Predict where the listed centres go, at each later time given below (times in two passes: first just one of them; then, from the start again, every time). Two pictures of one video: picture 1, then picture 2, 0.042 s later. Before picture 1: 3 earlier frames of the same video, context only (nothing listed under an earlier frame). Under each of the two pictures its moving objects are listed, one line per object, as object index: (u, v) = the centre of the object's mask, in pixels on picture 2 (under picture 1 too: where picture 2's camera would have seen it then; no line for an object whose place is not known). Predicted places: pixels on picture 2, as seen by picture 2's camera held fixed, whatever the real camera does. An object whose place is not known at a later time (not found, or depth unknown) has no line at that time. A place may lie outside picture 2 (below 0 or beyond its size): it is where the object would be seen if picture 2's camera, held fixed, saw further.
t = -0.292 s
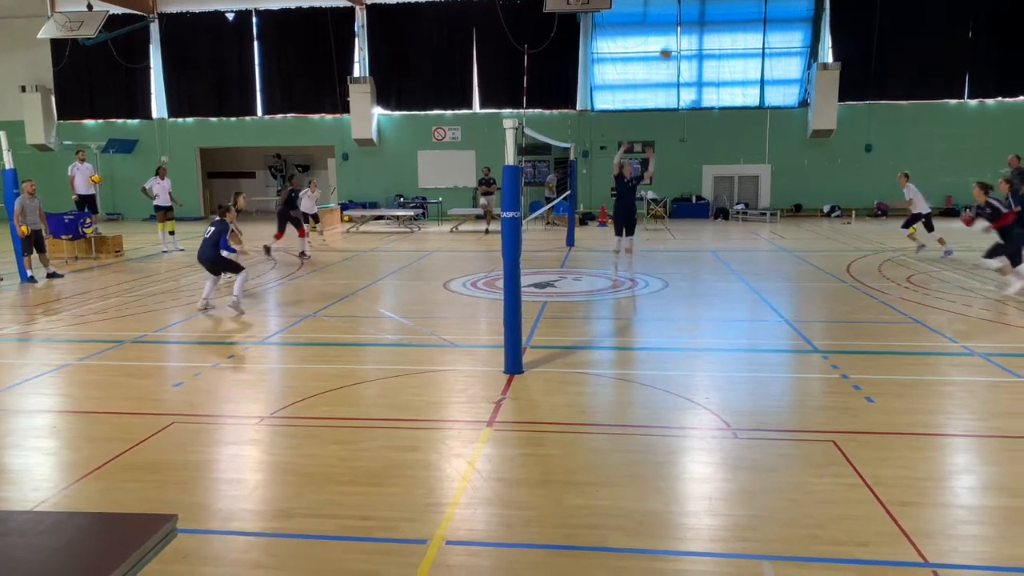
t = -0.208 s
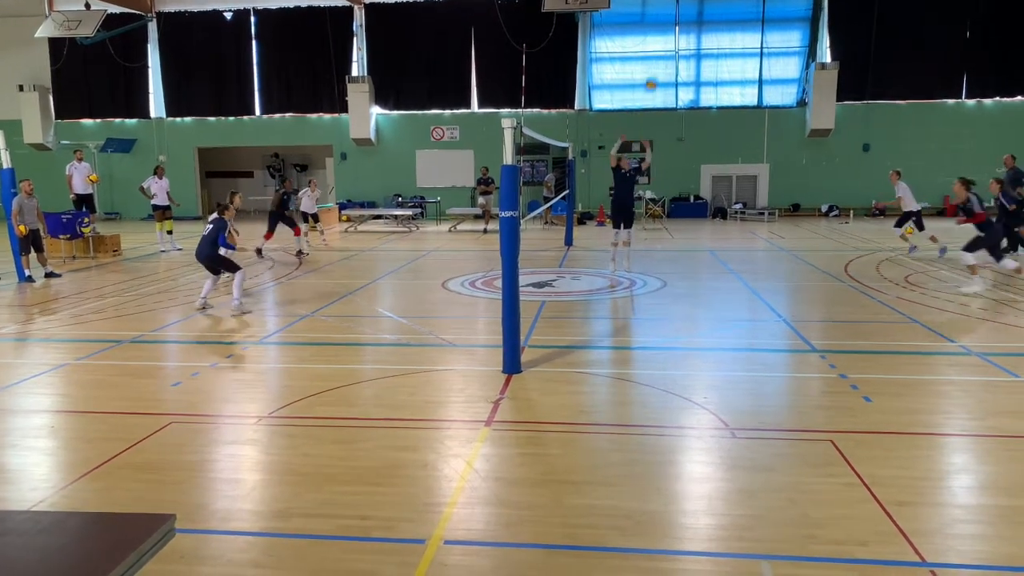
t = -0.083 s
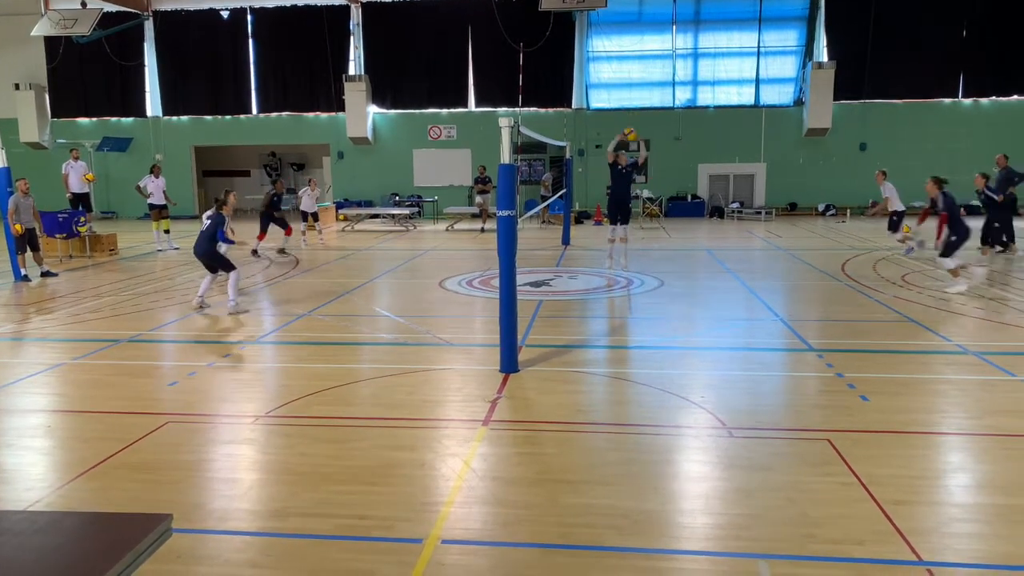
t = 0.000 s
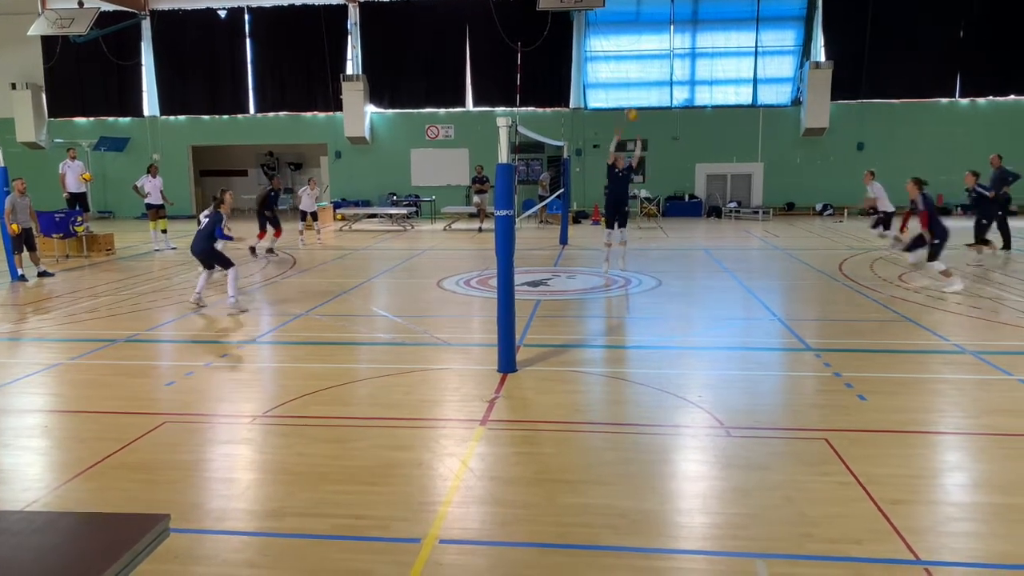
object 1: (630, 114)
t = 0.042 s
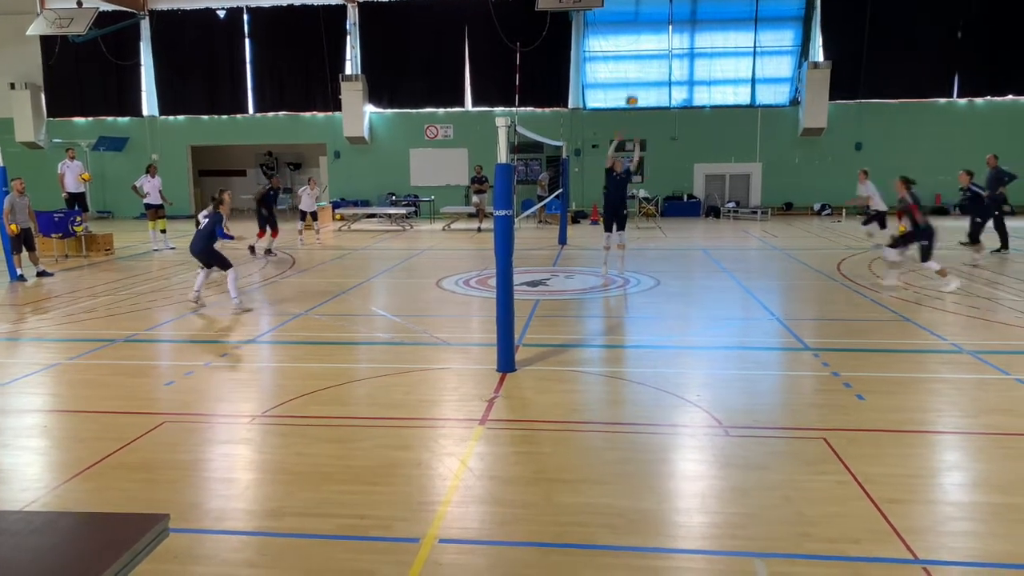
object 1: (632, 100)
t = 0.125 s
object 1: (636, 77)
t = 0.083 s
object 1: (634, 88)
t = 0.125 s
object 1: (636, 77)
